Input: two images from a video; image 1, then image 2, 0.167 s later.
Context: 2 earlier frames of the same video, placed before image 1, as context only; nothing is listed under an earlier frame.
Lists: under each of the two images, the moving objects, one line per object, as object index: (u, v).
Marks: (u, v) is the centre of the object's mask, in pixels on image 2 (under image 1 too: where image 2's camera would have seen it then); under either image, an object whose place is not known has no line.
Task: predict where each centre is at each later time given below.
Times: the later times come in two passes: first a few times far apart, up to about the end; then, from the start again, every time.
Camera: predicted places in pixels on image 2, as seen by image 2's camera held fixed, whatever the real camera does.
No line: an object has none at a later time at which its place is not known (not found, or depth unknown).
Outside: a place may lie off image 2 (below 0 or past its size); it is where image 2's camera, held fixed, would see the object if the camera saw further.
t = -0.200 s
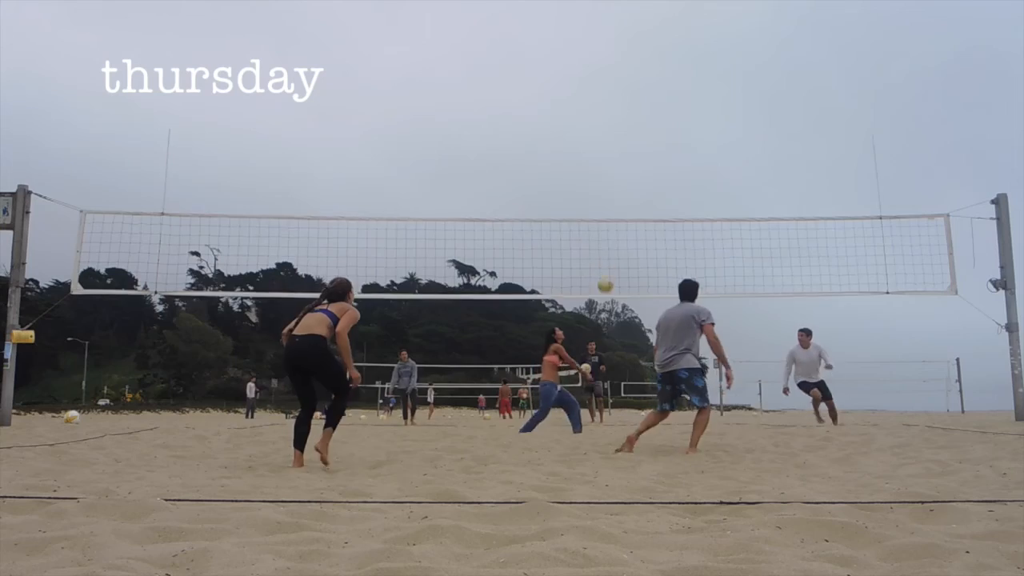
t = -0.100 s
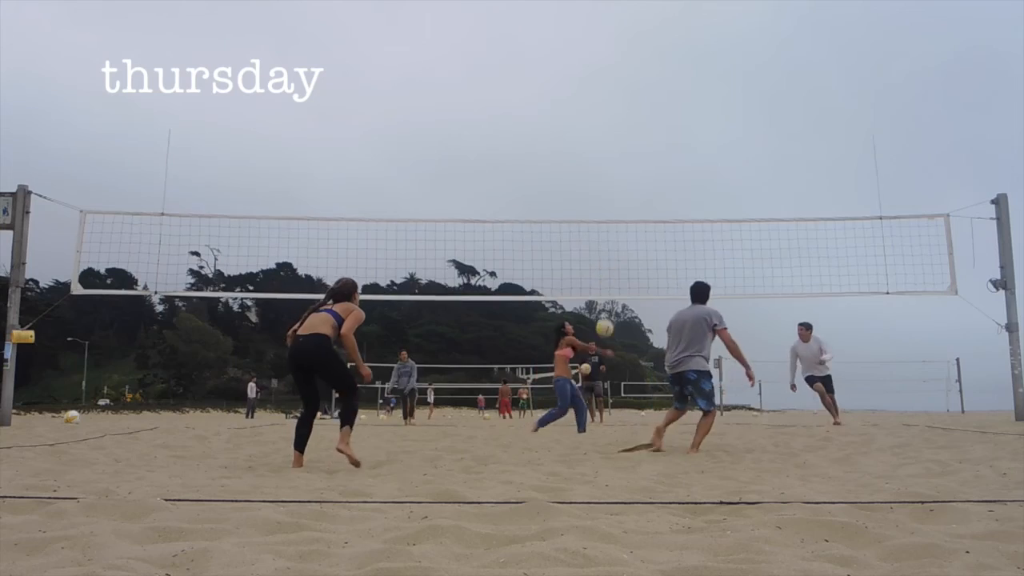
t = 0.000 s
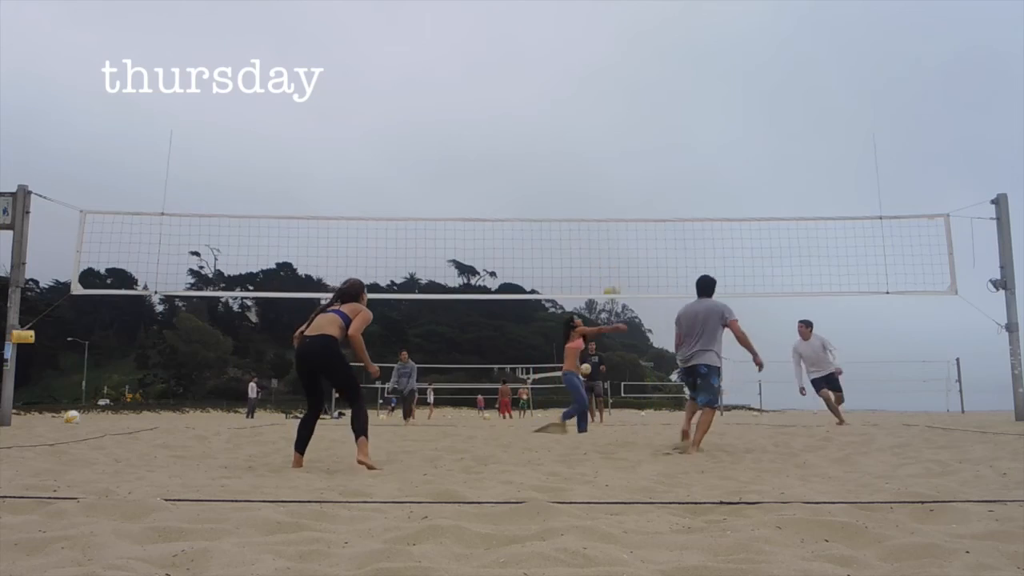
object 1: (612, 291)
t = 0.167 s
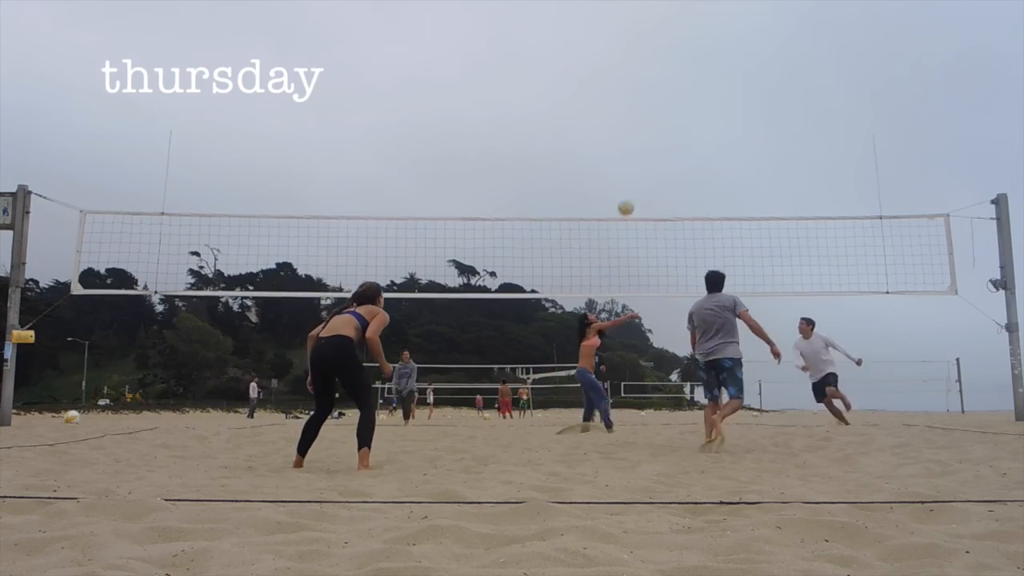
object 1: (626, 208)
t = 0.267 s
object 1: (634, 168)
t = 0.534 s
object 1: (656, 99)
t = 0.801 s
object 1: (677, 82)
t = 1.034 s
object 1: (696, 108)
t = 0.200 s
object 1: (628, 194)
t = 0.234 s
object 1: (631, 180)
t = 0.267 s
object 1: (634, 168)
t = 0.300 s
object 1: (636, 157)
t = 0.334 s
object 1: (639, 147)
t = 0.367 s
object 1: (642, 136)
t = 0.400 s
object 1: (645, 127)
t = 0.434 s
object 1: (647, 119)
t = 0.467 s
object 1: (650, 112)
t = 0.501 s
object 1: (653, 105)
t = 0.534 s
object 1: (656, 99)
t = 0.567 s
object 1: (658, 95)
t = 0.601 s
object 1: (661, 90)
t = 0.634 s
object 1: (664, 87)
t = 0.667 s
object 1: (666, 84)
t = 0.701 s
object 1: (669, 82)
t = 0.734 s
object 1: (672, 81)
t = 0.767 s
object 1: (675, 81)
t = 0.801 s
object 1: (677, 82)
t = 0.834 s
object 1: (680, 83)
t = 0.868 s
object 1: (683, 85)
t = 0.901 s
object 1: (685, 88)
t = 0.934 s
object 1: (688, 92)
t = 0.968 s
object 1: (691, 97)
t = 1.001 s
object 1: (694, 102)
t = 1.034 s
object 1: (696, 108)
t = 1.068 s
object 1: (699, 115)
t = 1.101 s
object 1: (702, 123)
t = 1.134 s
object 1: (705, 132)
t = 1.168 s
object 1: (708, 142)
